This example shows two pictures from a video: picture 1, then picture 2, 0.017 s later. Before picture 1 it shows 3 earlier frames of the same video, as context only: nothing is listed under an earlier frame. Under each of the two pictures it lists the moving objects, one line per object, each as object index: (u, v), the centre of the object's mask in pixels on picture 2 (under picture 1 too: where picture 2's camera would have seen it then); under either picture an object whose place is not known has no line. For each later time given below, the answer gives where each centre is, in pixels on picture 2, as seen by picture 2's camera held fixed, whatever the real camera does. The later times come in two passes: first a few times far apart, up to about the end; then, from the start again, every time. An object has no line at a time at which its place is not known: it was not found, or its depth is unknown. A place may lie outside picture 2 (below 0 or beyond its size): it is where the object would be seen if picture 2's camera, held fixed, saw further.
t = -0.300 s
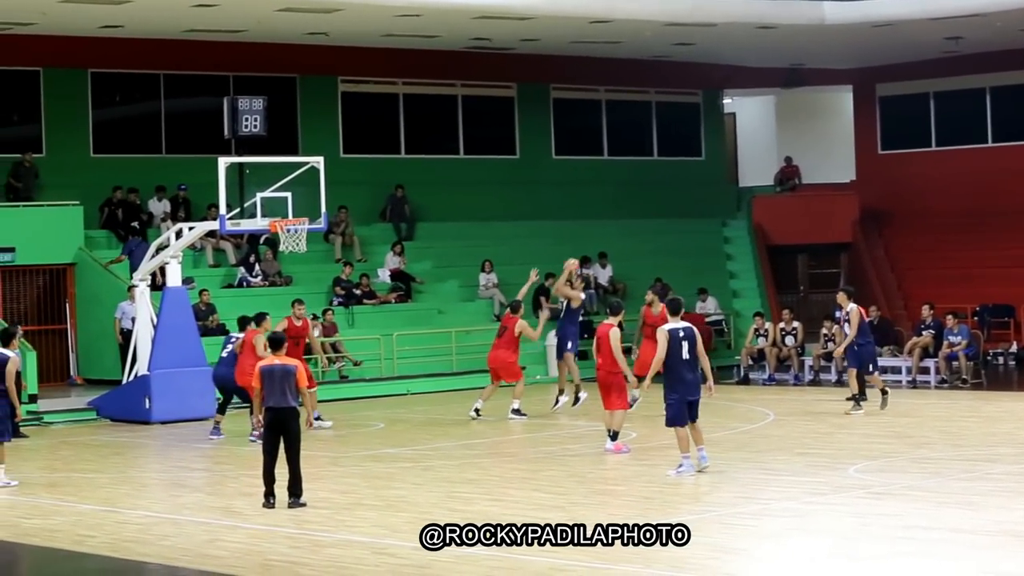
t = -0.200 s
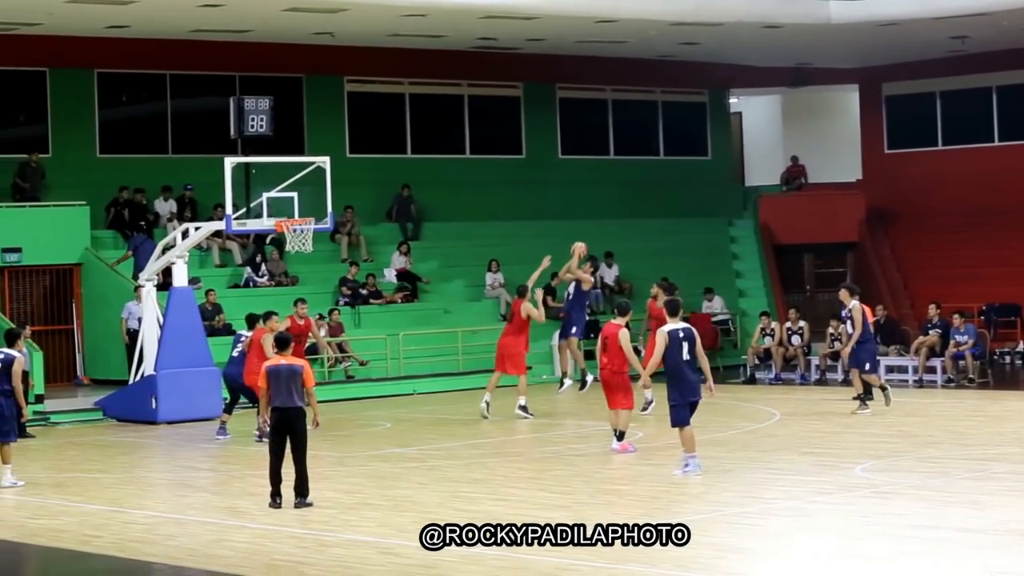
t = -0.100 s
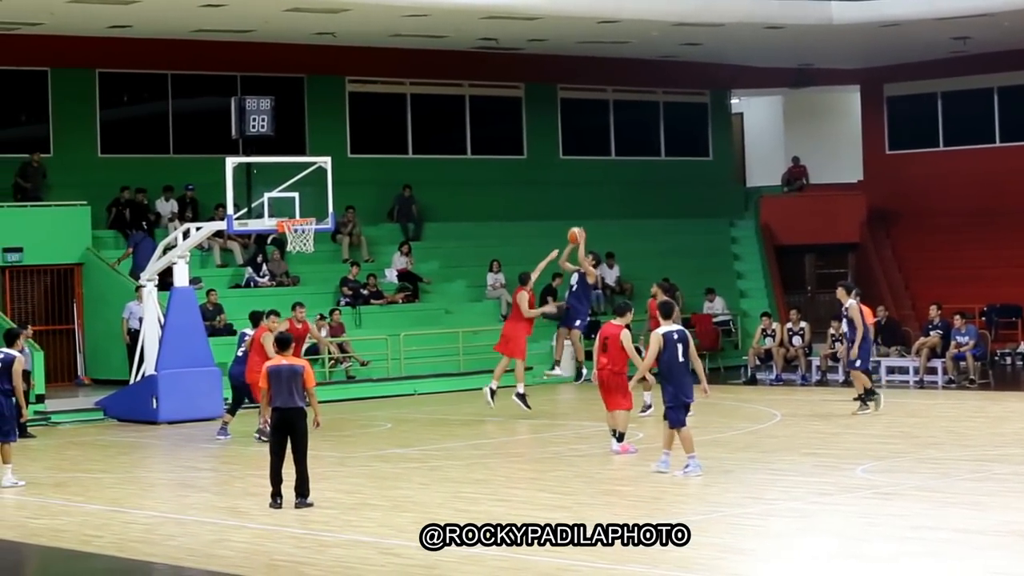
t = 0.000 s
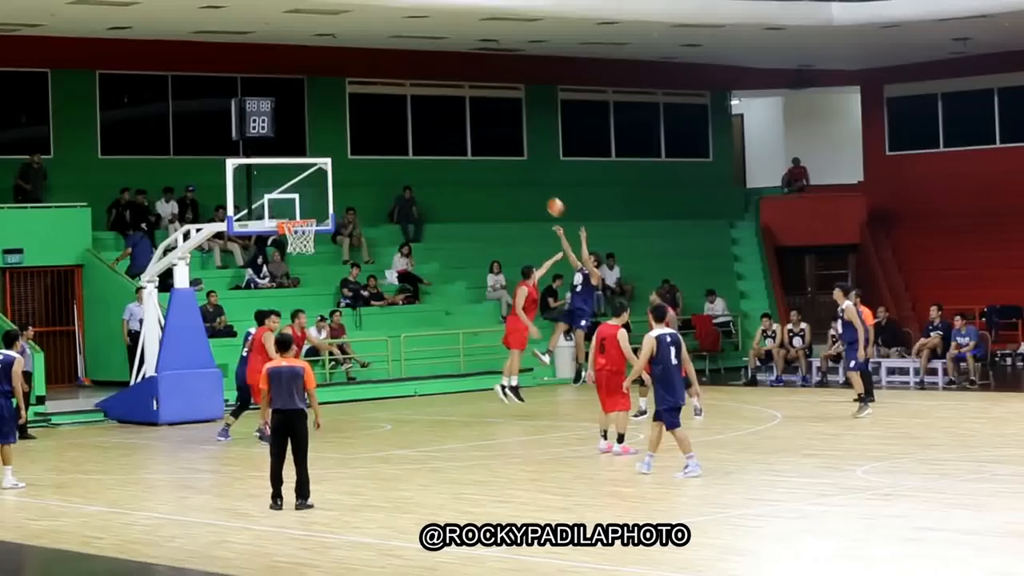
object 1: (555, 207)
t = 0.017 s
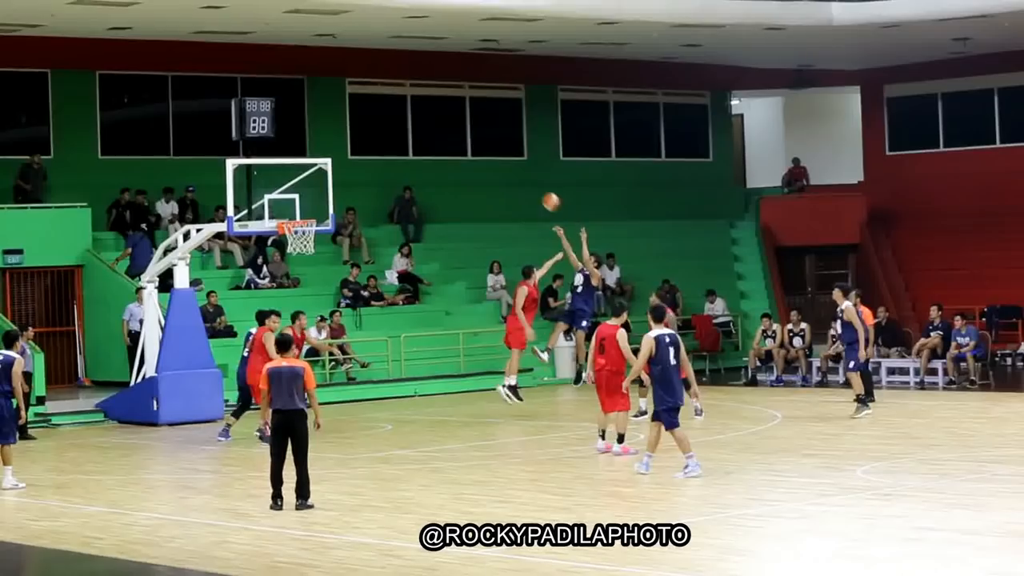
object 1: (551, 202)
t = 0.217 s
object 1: (496, 150)
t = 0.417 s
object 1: (441, 124)
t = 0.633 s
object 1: (383, 126)
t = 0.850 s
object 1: (328, 158)
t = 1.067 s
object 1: (290, 210)
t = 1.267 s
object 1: (314, 242)
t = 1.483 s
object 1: (332, 286)
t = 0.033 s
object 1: (546, 196)
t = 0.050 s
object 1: (541, 191)
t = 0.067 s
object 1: (537, 186)
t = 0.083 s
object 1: (532, 181)
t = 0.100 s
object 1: (527, 177)
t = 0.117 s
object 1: (523, 172)
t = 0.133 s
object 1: (518, 168)
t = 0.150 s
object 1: (514, 164)
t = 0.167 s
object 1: (509, 160)
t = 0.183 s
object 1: (505, 156)
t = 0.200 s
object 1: (500, 153)
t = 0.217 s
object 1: (496, 150)
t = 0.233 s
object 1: (491, 147)
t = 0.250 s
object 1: (486, 144)
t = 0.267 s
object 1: (482, 141)
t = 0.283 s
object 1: (478, 139)
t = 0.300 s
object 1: (473, 136)
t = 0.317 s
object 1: (468, 134)
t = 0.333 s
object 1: (463, 132)
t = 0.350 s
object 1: (459, 130)
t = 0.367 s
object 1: (455, 128)
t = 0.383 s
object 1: (450, 127)
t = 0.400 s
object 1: (445, 125)
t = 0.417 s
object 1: (441, 124)
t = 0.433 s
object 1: (437, 123)
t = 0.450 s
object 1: (432, 122)
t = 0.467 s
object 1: (428, 122)
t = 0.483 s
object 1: (423, 121)
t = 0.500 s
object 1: (419, 121)
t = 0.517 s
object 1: (414, 121)
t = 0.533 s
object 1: (410, 121)
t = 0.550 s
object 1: (405, 122)
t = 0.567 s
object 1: (401, 122)
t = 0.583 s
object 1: (396, 123)
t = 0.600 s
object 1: (392, 124)
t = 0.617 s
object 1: (388, 125)
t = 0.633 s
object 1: (383, 126)
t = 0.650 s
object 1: (379, 127)
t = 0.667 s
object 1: (375, 129)
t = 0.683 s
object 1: (371, 130)
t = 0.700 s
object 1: (366, 132)
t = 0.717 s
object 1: (362, 134)
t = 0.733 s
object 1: (358, 137)
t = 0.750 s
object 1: (353, 139)
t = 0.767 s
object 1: (349, 142)
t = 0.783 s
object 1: (345, 145)
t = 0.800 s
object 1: (340, 148)
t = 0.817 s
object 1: (336, 151)
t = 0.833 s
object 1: (332, 154)
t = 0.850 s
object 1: (328, 158)
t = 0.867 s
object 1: (324, 162)
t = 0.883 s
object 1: (319, 167)
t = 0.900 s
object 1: (315, 171)
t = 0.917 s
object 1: (311, 174)
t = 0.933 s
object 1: (307, 179)
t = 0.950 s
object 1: (302, 184)
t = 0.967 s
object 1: (298, 188)
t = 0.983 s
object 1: (295, 193)
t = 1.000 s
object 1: (293, 196)
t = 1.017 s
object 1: (292, 199)
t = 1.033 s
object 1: (291, 204)
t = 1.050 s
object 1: (290, 207)
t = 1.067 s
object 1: (290, 210)
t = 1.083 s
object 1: (290, 213)
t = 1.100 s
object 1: (289, 215)
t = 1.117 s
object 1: (292, 216)
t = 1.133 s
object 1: (295, 218)
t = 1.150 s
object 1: (296, 218)
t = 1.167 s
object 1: (301, 227)
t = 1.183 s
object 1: (301, 230)
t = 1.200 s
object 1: (303, 230)
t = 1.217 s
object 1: (308, 232)
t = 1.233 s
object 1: (313, 236)
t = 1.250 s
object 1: (311, 238)
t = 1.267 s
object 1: (314, 242)
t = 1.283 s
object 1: (313, 244)
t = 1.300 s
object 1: (314, 246)
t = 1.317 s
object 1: (318, 249)
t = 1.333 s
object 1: (319, 251)
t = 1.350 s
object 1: (320, 254)
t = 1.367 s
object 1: (321, 257)
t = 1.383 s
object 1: (323, 261)
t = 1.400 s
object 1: (324, 265)
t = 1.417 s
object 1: (326, 268)
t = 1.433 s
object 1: (327, 272)
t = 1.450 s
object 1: (328, 276)
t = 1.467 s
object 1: (330, 281)
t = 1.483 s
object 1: (332, 286)
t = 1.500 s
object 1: (333, 290)
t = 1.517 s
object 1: (335, 295)
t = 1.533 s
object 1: (336, 300)
